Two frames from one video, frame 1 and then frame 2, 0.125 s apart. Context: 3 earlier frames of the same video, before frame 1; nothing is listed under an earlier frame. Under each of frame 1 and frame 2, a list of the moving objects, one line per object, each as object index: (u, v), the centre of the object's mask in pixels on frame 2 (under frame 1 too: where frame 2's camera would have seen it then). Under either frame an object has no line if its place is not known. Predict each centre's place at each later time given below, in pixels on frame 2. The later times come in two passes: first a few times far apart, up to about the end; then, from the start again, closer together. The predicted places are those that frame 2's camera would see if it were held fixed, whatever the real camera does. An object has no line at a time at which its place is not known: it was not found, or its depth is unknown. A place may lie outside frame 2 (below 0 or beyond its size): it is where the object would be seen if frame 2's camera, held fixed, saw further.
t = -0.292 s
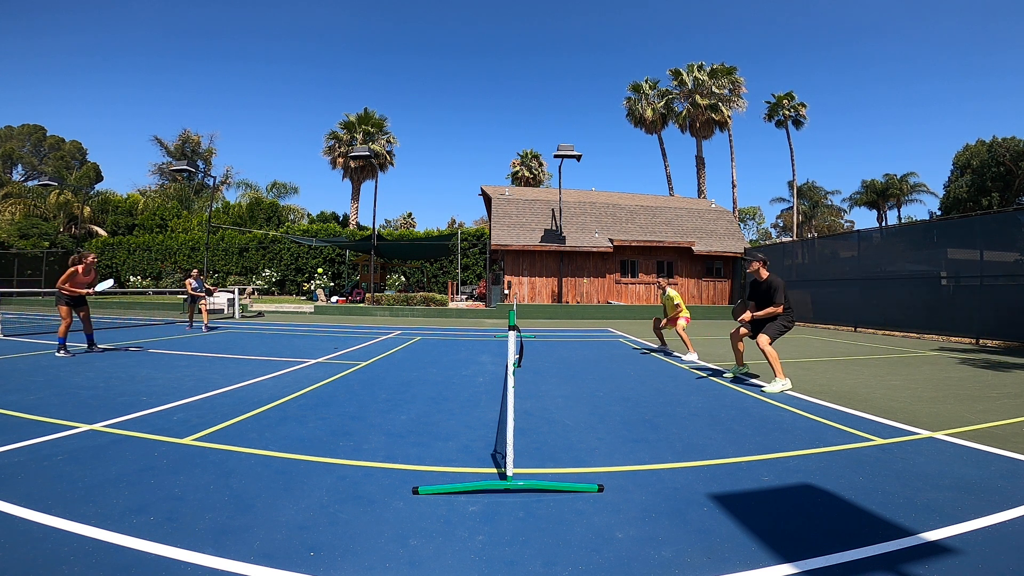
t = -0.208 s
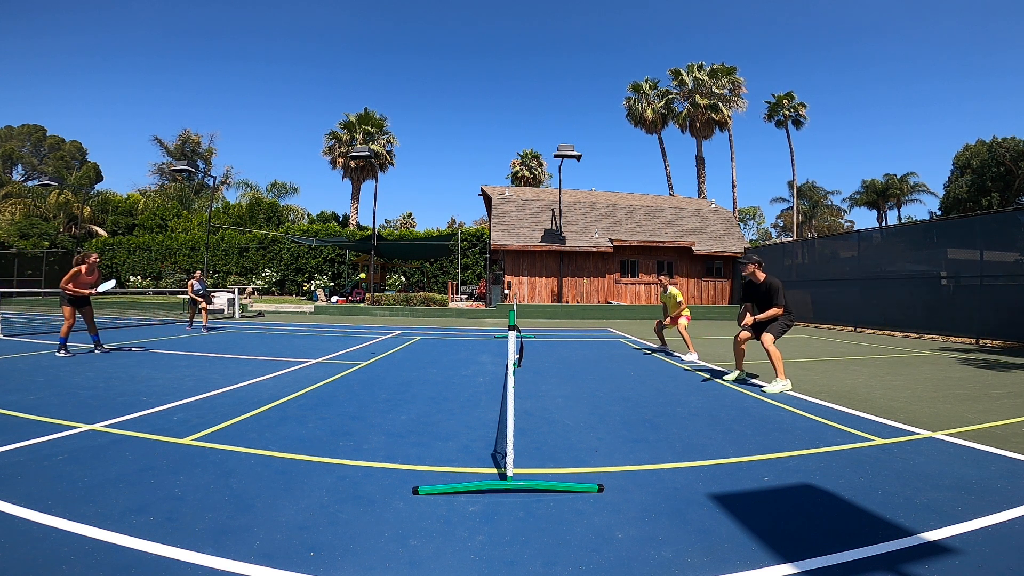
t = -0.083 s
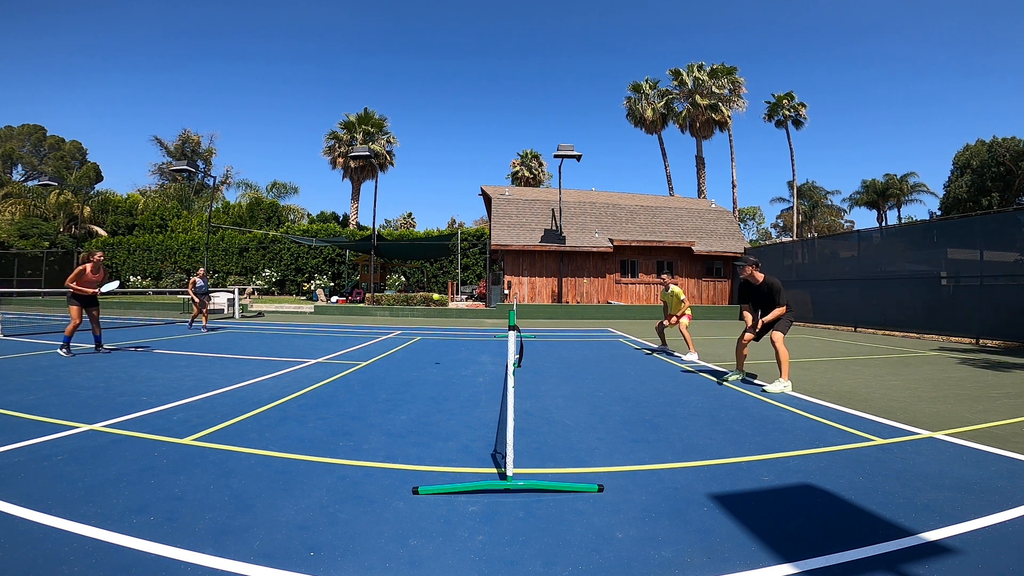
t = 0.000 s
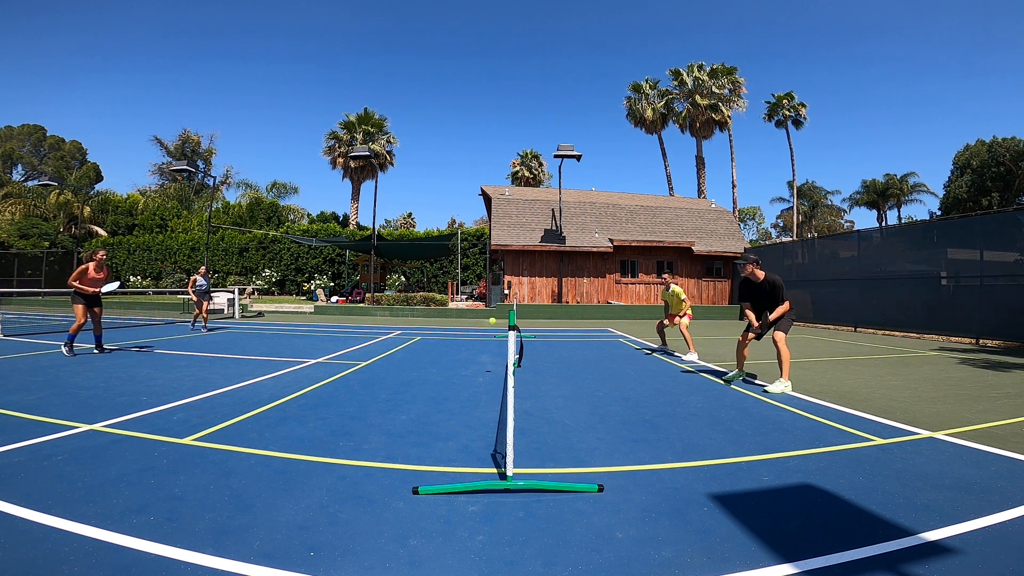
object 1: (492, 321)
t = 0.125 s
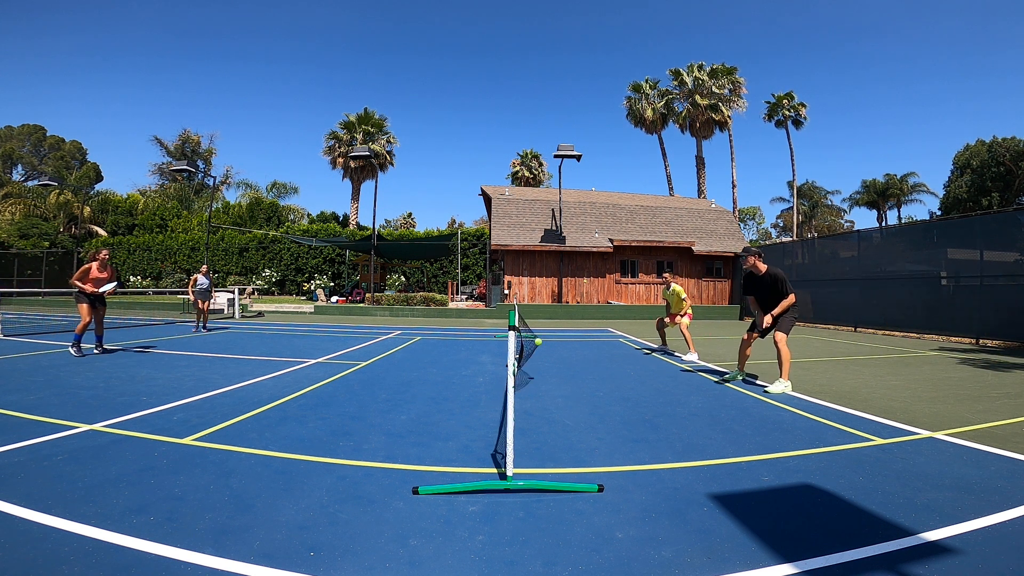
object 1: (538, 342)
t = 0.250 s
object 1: (525, 361)
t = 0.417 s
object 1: (501, 378)
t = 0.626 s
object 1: (468, 379)
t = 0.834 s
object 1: (437, 378)
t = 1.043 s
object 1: (408, 378)
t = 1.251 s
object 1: (378, 379)
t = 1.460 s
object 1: (350, 378)
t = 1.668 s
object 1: (323, 377)
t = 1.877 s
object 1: (298, 375)
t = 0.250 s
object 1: (525, 361)
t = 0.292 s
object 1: (520, 371)
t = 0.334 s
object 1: (516, 378)
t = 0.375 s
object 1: (505, 379)
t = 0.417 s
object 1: (501, 378)
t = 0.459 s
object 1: (495, 376)
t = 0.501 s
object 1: (488, 376)
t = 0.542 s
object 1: (481, 376)
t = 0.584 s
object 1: (475, 377)
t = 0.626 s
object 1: (468, 379)
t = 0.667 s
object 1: (461, 382)
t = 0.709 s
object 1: (455, 380)
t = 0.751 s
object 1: (449, 378)
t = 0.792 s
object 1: (443, 377)
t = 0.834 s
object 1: (437, 378)
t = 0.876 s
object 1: (431, 379)
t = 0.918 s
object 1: (425, 381)
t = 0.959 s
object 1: (419, 380)
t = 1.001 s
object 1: (413, 378)
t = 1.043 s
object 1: (408, 378)
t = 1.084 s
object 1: (402, 378)
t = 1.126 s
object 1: (396, 380)
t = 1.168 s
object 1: (390, 380)
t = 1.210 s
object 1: (384, 378)
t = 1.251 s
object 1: (378, 379)
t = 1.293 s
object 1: (373, 379)
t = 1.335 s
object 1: (367, 378)
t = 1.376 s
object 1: (361, 378)
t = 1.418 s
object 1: (355, 378)
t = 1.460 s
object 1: (350, 378)
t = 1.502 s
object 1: (344, 377)
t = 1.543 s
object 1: (339, 378)
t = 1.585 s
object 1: (333, 377)
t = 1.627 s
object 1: (329, 377)
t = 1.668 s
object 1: (323, 377)
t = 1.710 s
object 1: (318, 376)
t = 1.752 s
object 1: (313, 376)
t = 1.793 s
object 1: (308, 376)
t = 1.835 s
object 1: (303, 376)
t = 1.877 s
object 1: (298, 375)
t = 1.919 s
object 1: (293, 375)
